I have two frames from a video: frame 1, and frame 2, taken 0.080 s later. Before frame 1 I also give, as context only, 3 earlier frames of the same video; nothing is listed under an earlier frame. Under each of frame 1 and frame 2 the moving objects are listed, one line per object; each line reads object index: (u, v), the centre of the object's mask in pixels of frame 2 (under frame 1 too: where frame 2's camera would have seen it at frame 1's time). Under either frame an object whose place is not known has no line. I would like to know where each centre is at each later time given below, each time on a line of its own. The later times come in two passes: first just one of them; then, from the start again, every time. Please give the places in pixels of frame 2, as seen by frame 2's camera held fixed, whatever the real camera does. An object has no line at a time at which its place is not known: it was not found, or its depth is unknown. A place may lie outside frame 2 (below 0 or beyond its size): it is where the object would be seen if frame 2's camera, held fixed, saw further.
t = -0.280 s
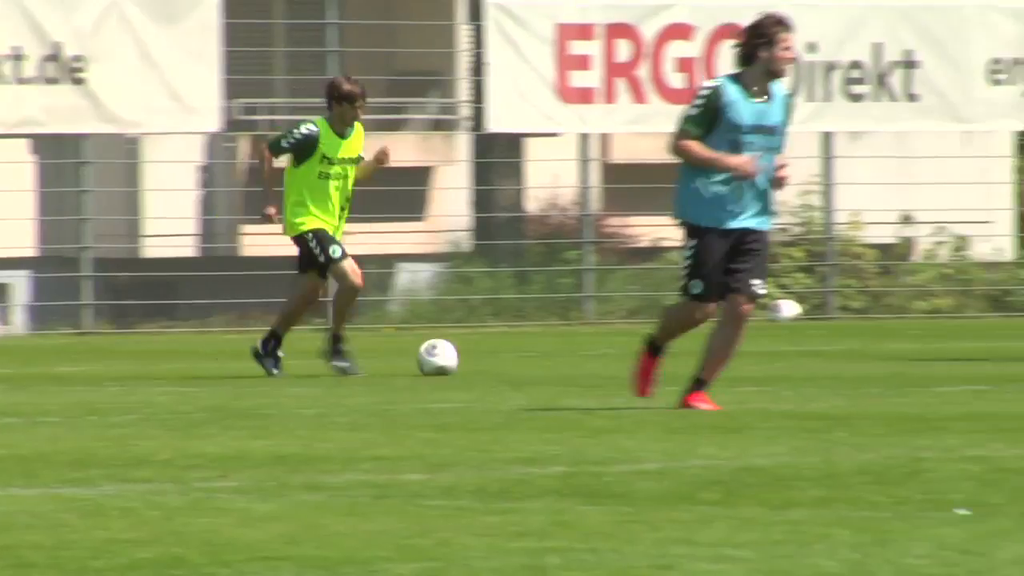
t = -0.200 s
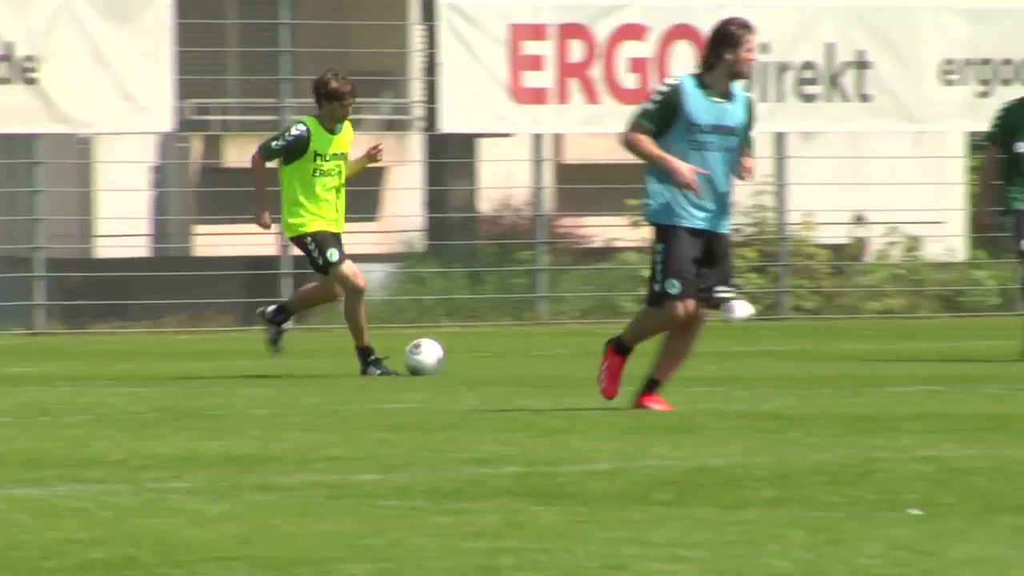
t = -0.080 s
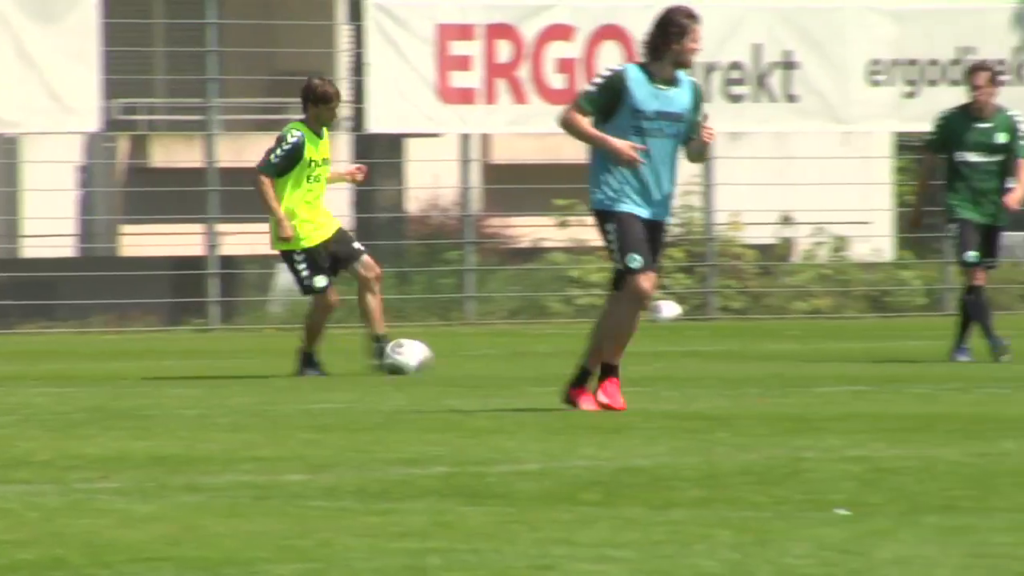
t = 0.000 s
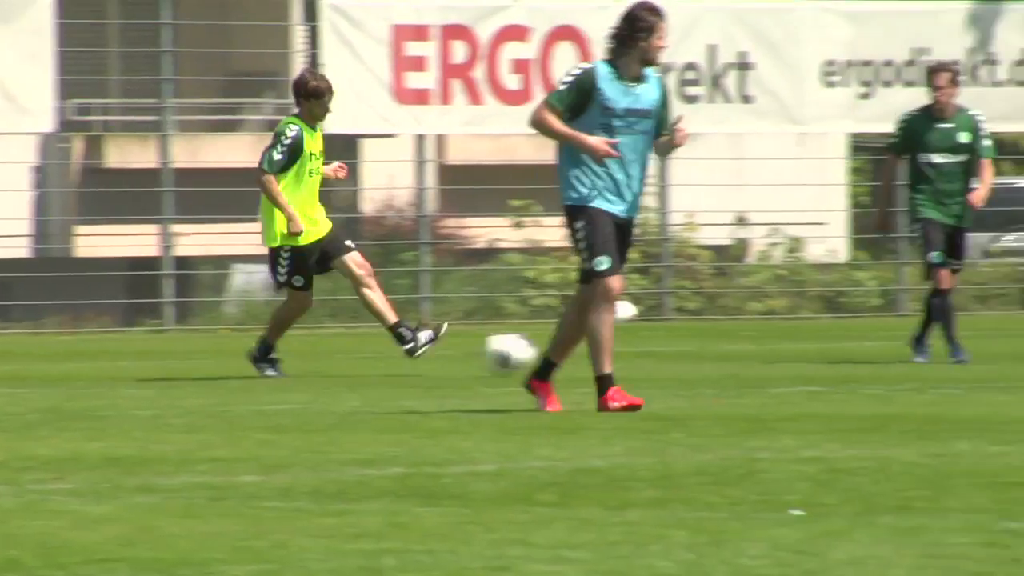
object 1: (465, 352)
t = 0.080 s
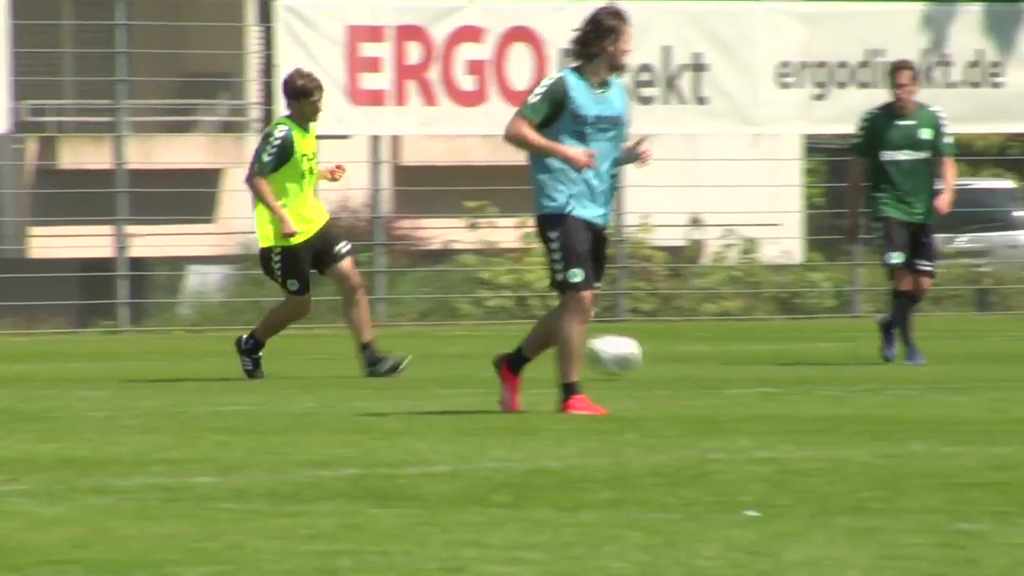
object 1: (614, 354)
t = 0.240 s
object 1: (910, 363)
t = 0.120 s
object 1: (689, 358)
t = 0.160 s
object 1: (766, 364)
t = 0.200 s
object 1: (838, 364)
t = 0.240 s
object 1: (910, 363)
